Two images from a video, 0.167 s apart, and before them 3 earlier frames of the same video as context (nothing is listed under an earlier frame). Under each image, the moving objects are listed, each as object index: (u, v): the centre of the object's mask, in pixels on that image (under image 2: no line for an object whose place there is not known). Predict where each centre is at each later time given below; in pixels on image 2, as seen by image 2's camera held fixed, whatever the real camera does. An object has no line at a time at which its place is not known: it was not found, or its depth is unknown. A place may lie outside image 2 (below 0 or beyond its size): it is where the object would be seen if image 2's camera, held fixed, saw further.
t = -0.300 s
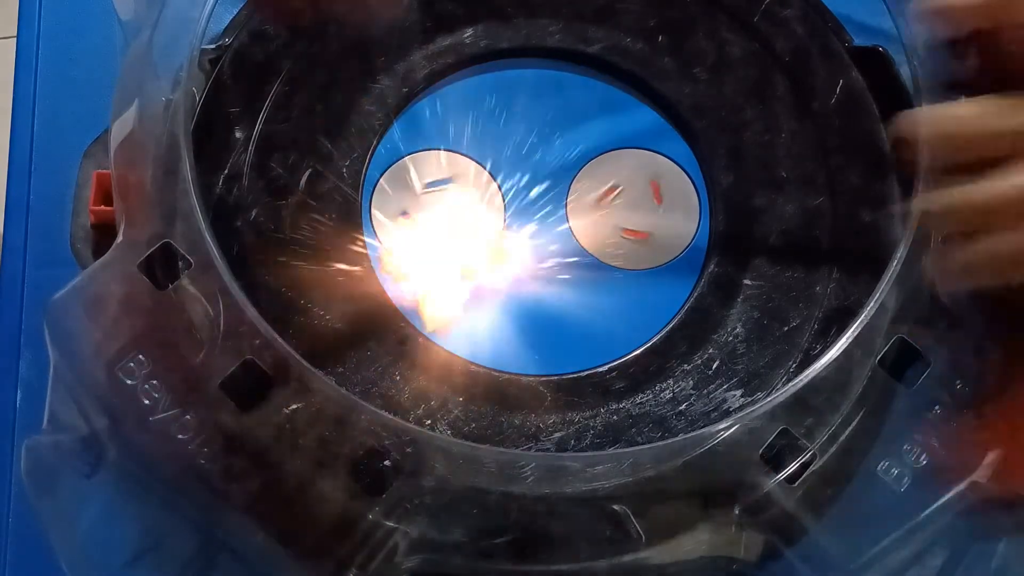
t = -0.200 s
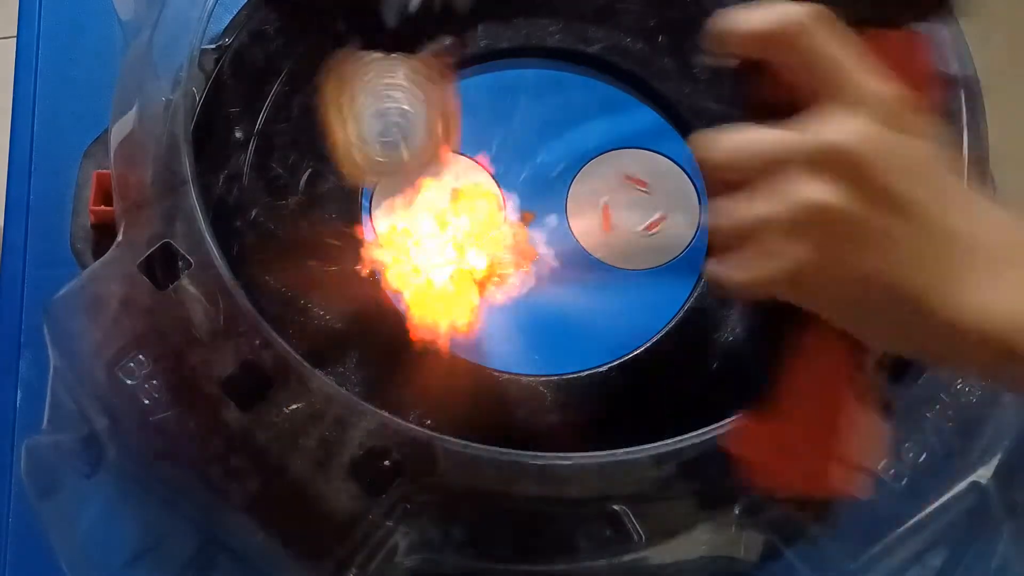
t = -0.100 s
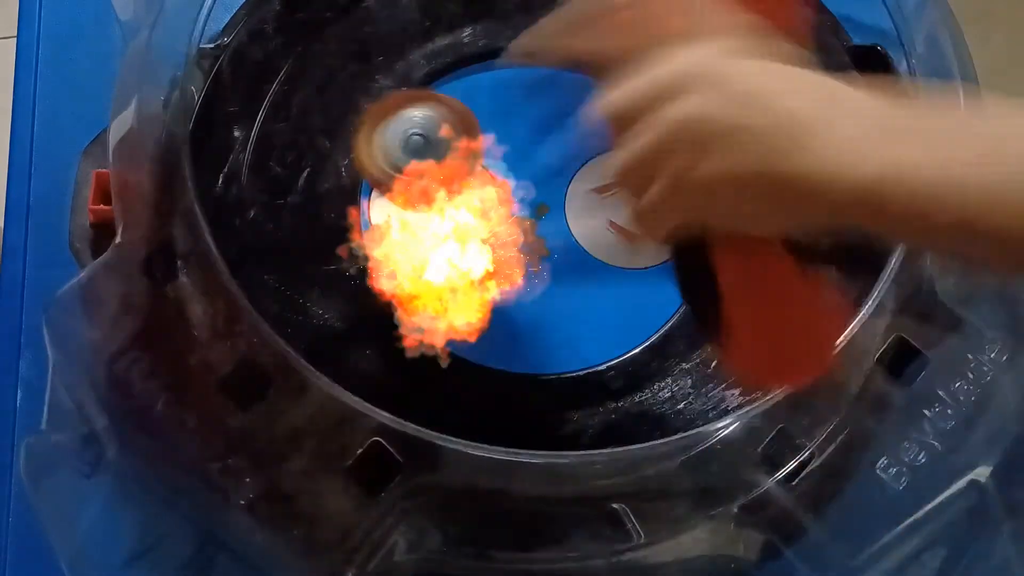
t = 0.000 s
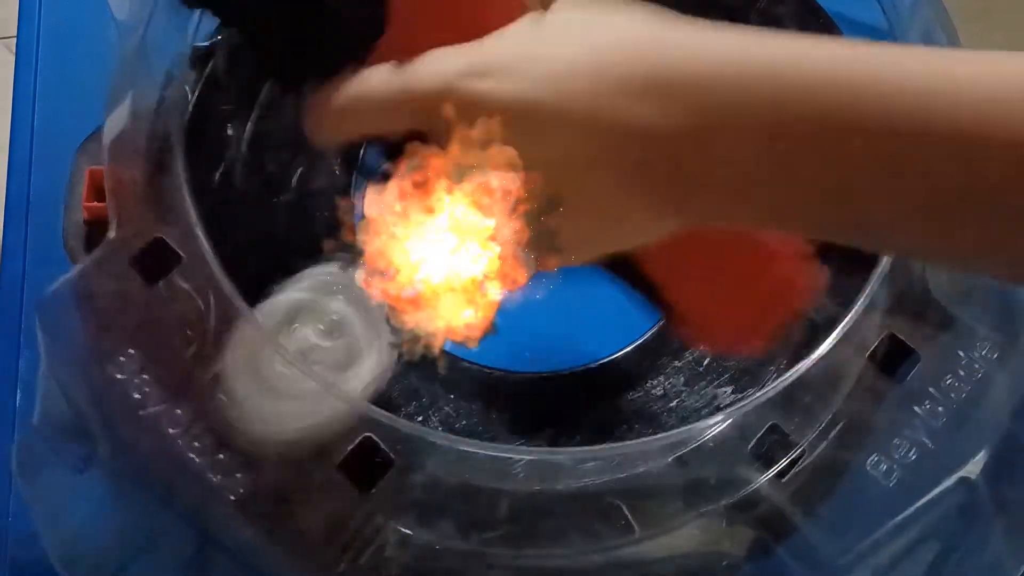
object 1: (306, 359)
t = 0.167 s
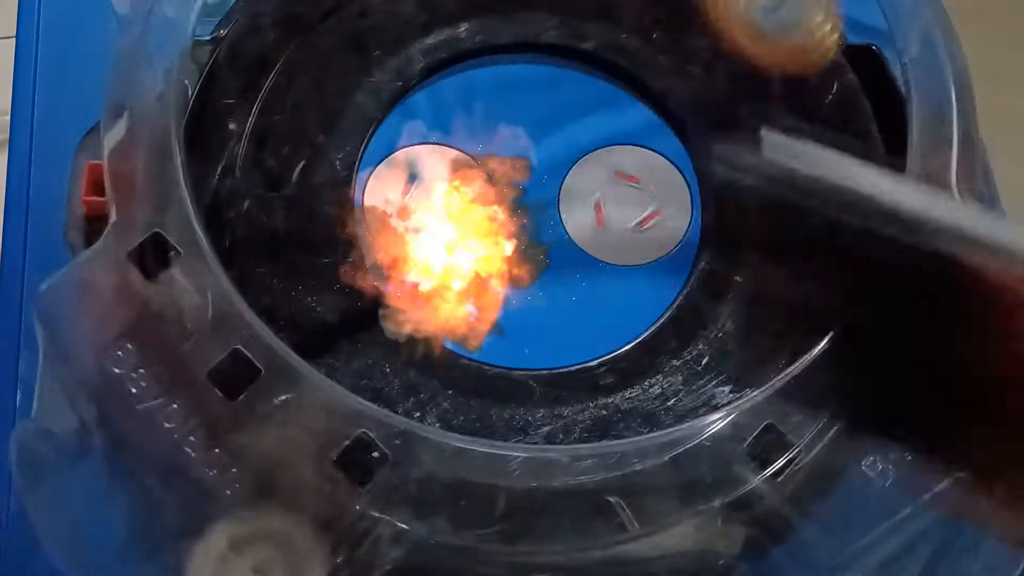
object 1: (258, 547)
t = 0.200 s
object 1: (246, 547)
